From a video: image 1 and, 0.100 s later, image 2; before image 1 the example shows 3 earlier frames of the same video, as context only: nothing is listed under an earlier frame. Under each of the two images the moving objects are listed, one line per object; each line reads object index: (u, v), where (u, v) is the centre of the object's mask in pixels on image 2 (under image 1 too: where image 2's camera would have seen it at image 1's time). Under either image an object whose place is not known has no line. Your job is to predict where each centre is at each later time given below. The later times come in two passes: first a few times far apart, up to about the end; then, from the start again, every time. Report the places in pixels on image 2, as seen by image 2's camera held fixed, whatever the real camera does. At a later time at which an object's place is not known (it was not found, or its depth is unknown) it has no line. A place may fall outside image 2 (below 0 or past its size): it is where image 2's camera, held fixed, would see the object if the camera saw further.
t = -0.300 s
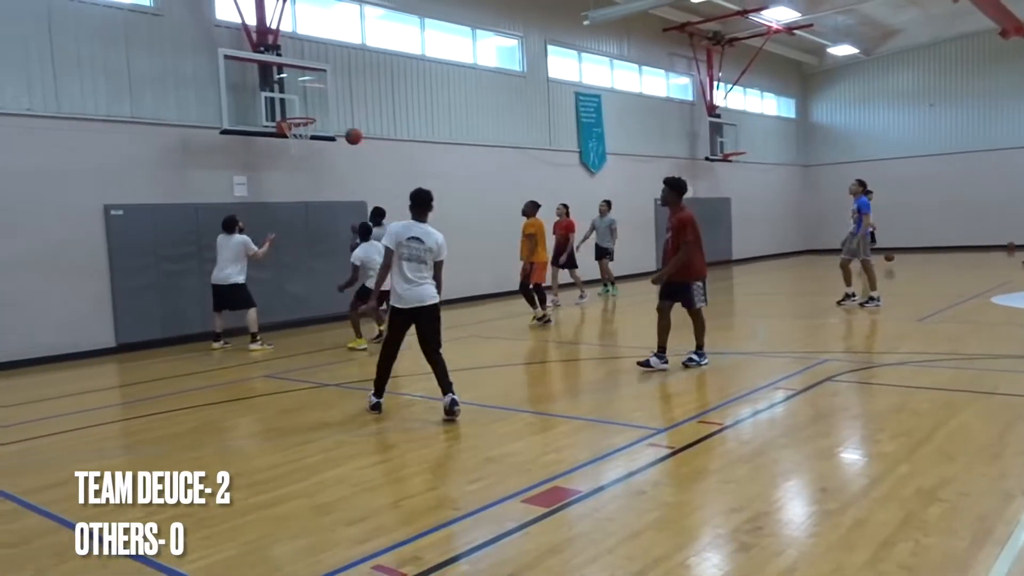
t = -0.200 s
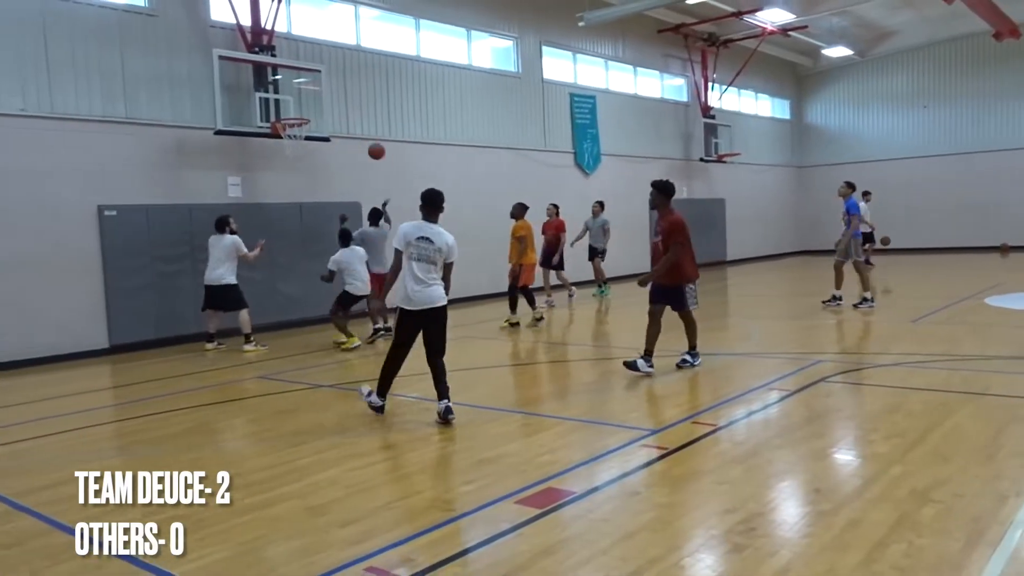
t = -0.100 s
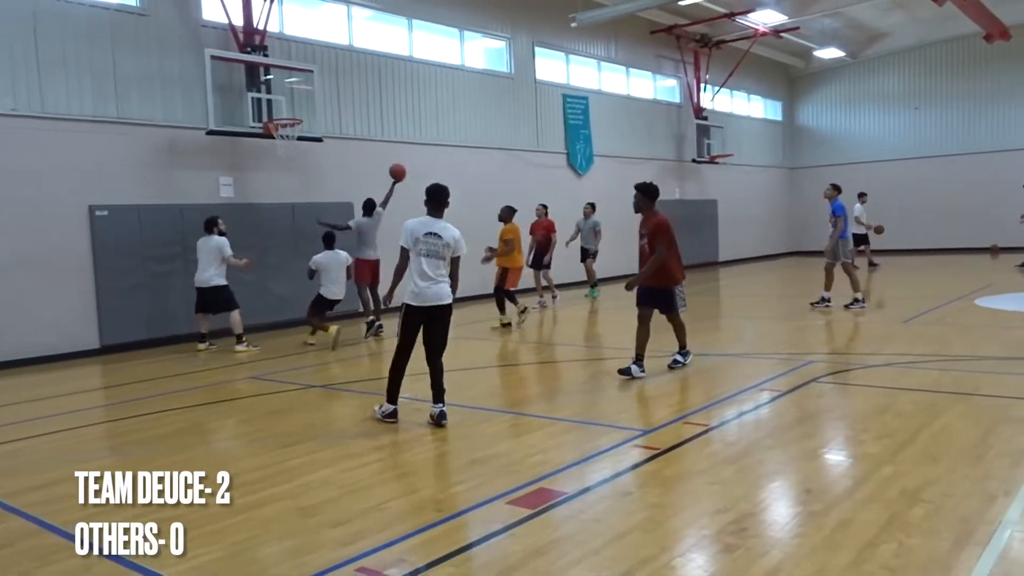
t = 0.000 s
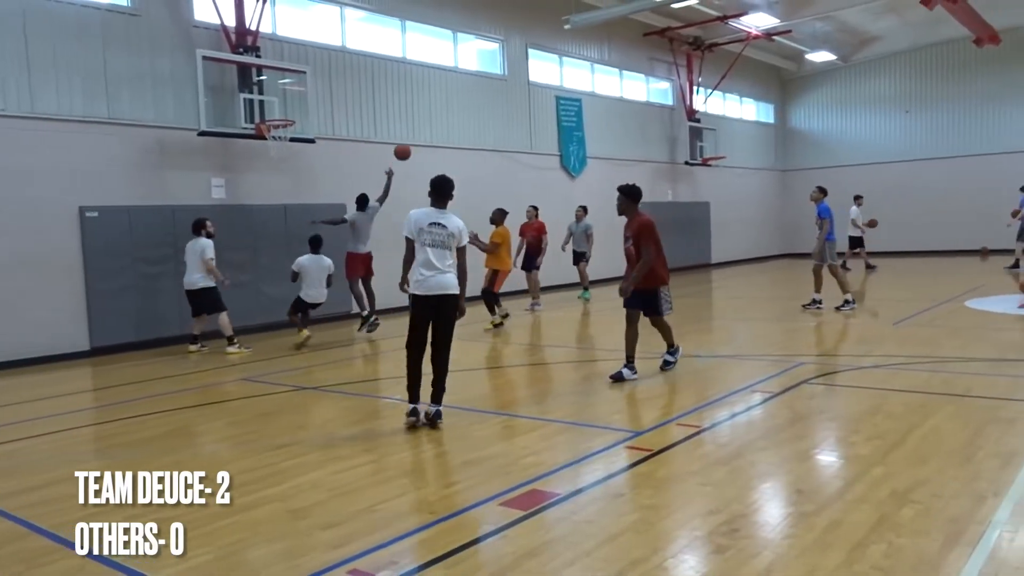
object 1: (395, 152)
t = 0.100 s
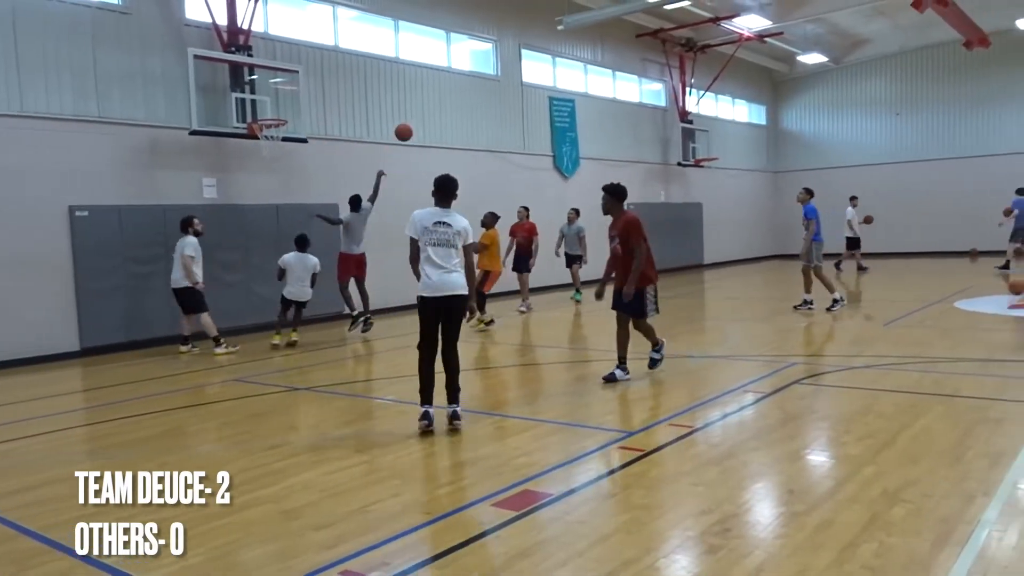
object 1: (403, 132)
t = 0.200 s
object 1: (412, 119)
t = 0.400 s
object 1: (433, 115)
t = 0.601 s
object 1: (456, 142)
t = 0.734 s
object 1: (473, 180)
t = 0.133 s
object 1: (406, 127)
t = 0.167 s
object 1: (409, 122)
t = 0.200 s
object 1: (412, 119)
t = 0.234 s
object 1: (415, 116)
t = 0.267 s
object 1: (419, 114)
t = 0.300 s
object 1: (422, 113)
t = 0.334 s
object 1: (426, 113)
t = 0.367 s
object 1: (429, 113)
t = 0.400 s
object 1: (433, 115)
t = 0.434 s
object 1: (436, 117)
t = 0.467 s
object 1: (440, 120)
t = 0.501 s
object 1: (444, 124)
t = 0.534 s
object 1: (448, 129)
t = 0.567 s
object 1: (452, 135)
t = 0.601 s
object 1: (456, 142)
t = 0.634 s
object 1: (460, 150)
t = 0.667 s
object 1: (464, 159)
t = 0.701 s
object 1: (469, 169)
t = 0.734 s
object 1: (473, 180)
